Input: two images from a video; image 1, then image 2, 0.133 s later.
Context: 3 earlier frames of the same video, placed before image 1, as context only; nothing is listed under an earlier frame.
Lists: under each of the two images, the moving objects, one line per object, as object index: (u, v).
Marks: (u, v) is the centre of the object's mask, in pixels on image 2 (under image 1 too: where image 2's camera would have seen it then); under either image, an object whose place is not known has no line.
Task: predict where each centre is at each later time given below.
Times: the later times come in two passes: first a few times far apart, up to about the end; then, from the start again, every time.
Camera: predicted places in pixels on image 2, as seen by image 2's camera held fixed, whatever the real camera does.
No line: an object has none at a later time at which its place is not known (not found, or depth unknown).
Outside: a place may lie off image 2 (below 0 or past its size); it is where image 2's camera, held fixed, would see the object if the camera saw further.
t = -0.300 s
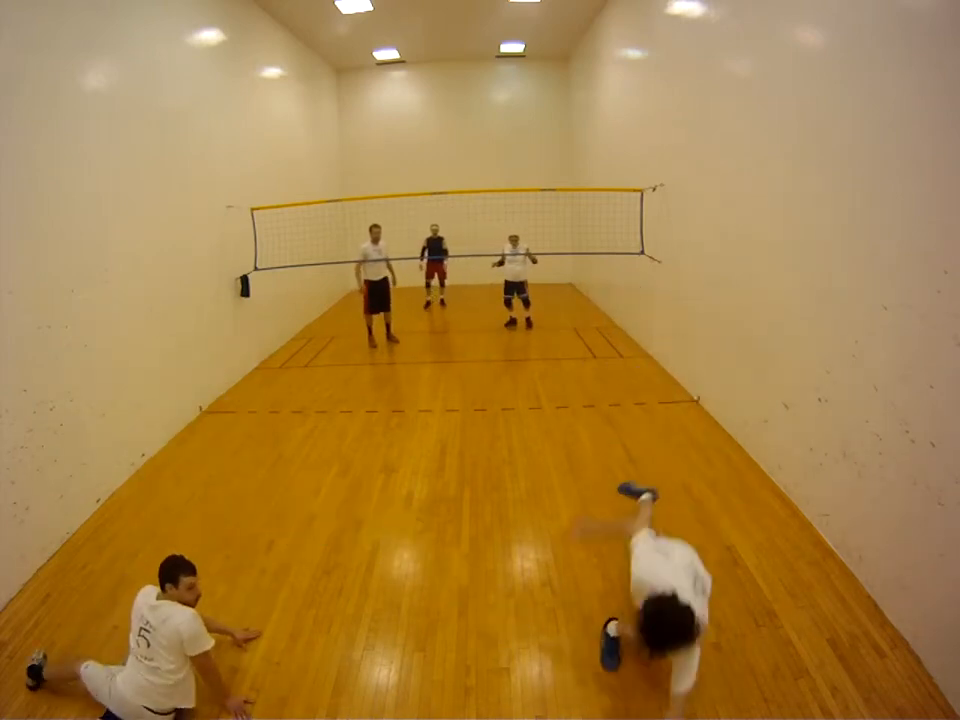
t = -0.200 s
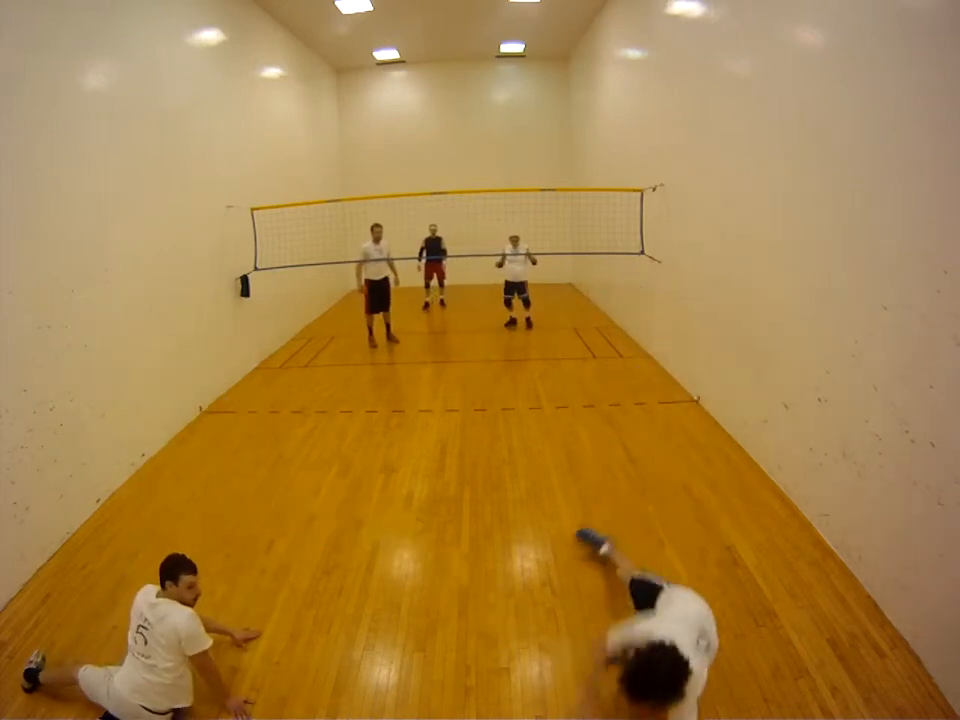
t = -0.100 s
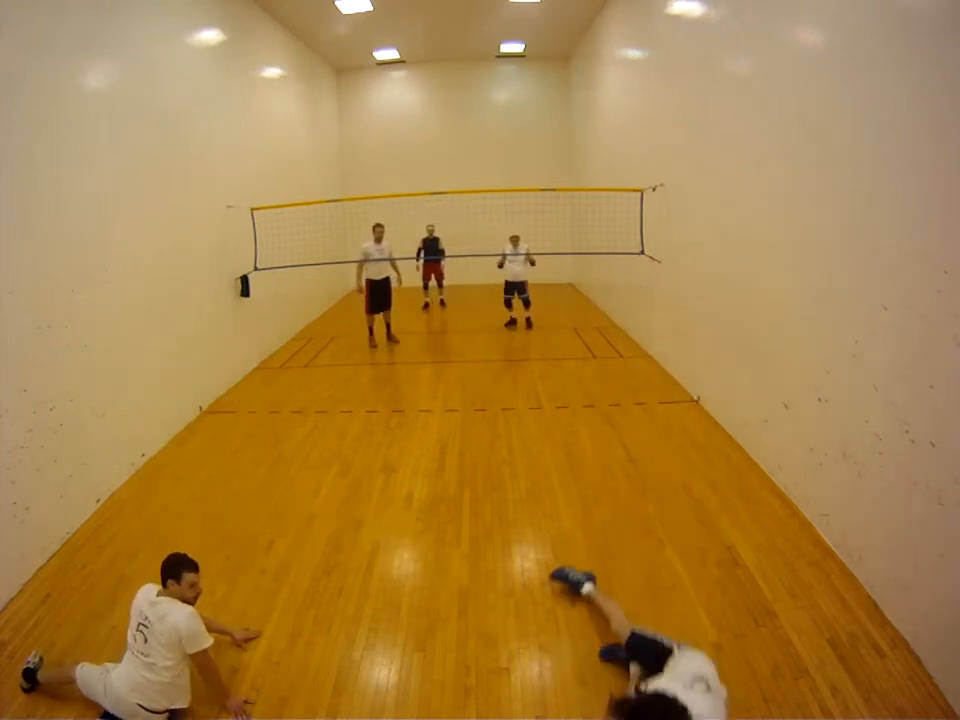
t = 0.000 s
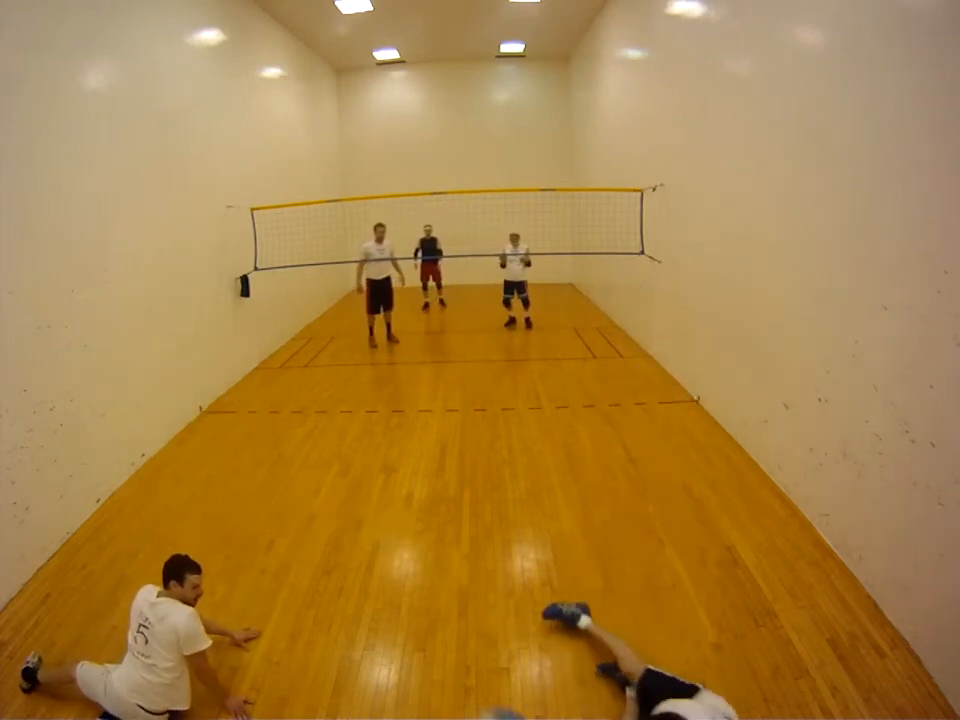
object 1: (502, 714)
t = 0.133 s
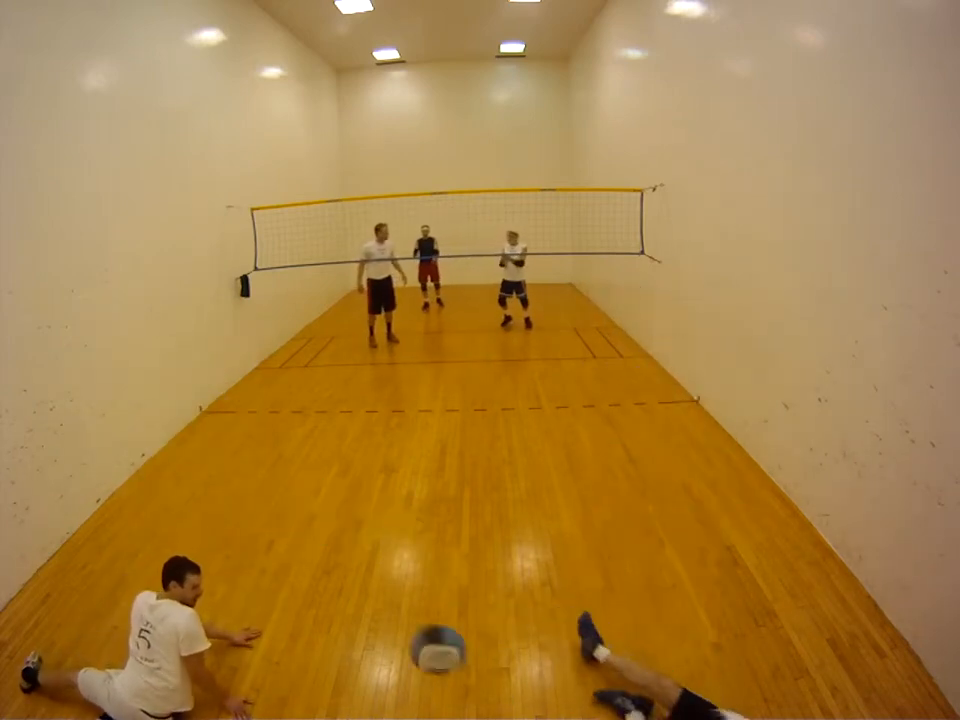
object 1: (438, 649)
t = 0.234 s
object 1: (405, 610)
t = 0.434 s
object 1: (369, 587)
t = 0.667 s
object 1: (314, 529)
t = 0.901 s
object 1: (271, 518)
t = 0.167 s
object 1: (426, 635)
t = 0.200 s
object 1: (415, 622)
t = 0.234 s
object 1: (405, 610)
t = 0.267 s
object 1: (397, 603)
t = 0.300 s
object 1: (389, 596)
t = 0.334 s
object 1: (383, 592)
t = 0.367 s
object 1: (377, 589)
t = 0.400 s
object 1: (373, 587)
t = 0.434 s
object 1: (369, 587)
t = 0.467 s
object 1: (365, 586)
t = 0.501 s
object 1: (355, 574)
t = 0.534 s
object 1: (346, 563)
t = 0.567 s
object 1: (337, 553)
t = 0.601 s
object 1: (329, 544)
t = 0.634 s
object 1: (321, 536)
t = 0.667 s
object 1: (314, 529)
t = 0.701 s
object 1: (306, 523)
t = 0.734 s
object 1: (299, 519)
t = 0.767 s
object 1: (293, 516)
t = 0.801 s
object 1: (286, 514)
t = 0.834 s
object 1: (281, 514)
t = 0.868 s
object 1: (276, 516)
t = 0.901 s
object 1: (271, 518)
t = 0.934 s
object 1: (268, 522)
